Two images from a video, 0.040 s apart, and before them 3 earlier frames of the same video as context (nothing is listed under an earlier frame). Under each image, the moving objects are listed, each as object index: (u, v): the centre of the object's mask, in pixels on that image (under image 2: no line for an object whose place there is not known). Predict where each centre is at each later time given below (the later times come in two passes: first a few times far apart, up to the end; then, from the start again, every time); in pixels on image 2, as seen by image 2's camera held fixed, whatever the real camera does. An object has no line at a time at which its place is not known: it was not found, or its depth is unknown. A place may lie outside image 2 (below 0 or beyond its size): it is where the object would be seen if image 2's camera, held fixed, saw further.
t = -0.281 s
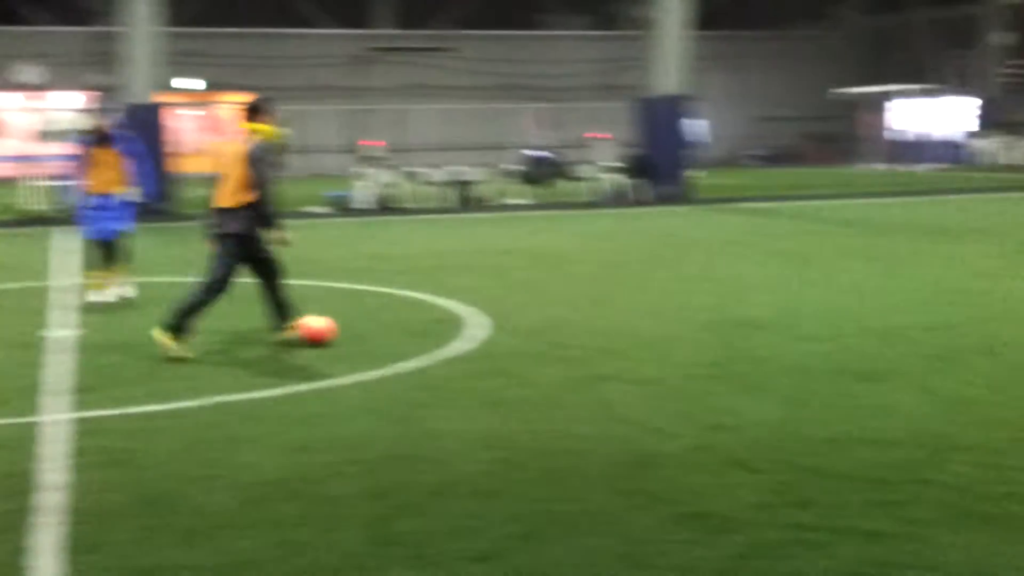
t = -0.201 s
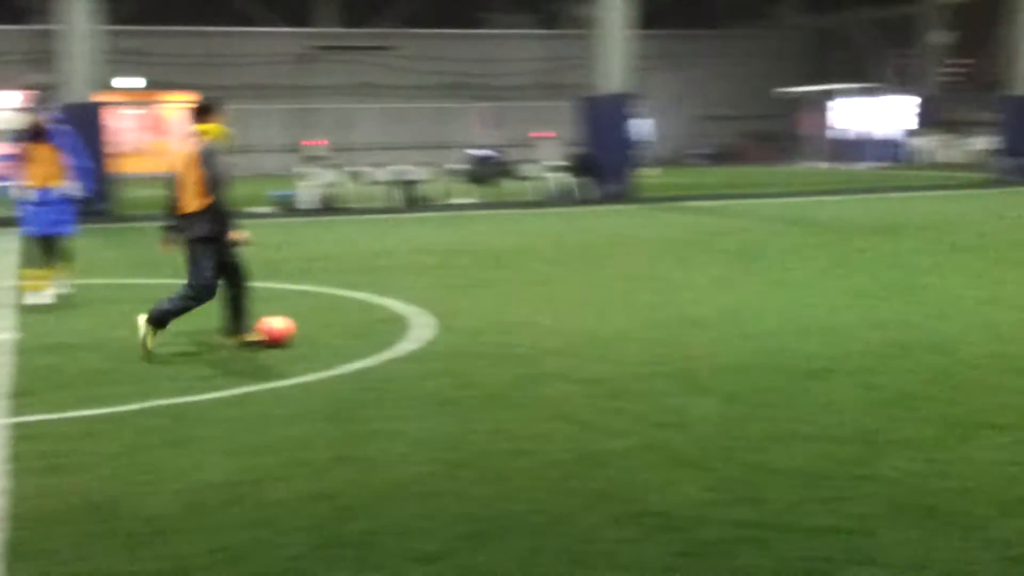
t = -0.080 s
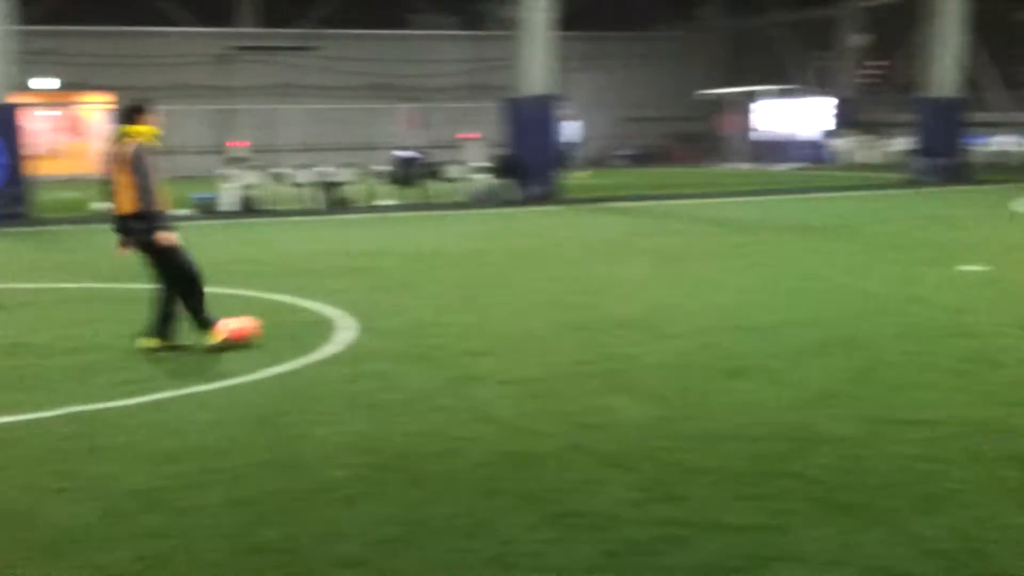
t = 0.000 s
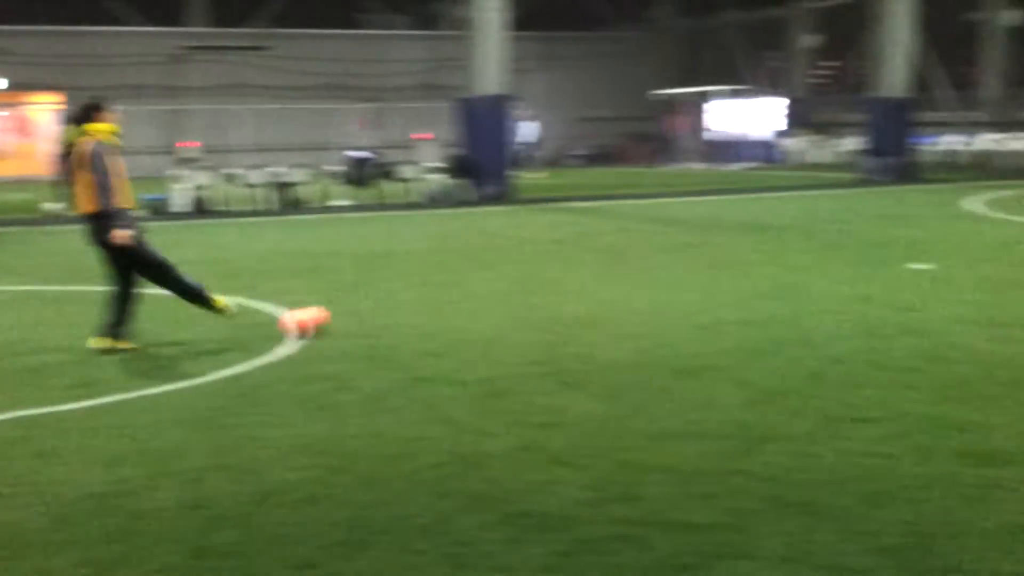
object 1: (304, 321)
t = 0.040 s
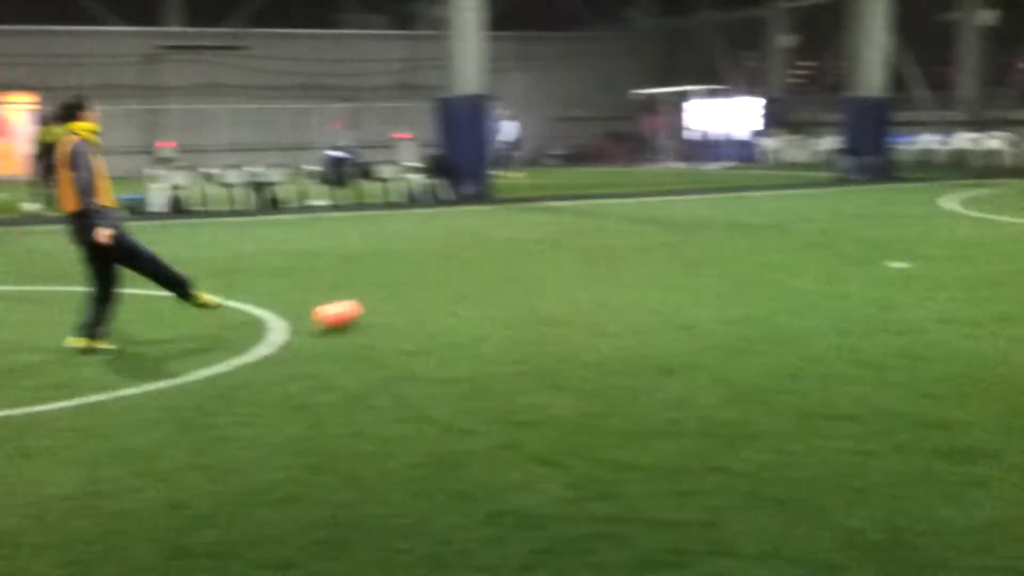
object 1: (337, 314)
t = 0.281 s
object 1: (595, 291)
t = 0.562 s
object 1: (801, 271)
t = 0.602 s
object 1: (824, 267)
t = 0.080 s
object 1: (387, 311)
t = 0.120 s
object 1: (435, 307)
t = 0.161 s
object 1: (478, 302)
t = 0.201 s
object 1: (519, 298)
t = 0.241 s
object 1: (558, 295)
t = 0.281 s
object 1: (595, 291)
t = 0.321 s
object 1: (629, 287)
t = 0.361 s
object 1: (662, 284)
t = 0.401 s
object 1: (693, 281)
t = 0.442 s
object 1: (721, 278)
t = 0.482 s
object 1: (750, 276)
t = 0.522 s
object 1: (776, 273)
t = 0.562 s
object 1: (801, 271)
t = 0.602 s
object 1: (824, 267)
